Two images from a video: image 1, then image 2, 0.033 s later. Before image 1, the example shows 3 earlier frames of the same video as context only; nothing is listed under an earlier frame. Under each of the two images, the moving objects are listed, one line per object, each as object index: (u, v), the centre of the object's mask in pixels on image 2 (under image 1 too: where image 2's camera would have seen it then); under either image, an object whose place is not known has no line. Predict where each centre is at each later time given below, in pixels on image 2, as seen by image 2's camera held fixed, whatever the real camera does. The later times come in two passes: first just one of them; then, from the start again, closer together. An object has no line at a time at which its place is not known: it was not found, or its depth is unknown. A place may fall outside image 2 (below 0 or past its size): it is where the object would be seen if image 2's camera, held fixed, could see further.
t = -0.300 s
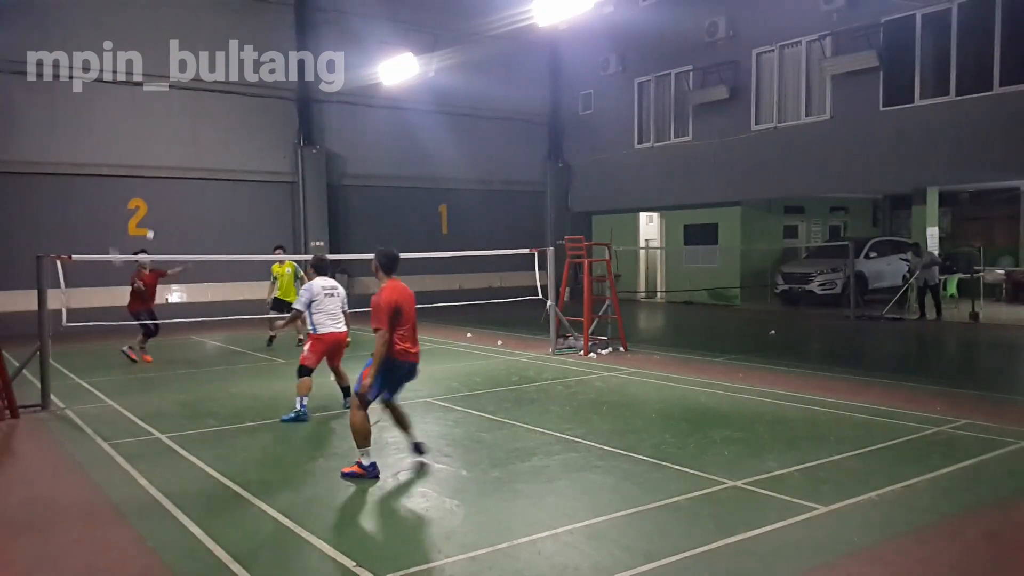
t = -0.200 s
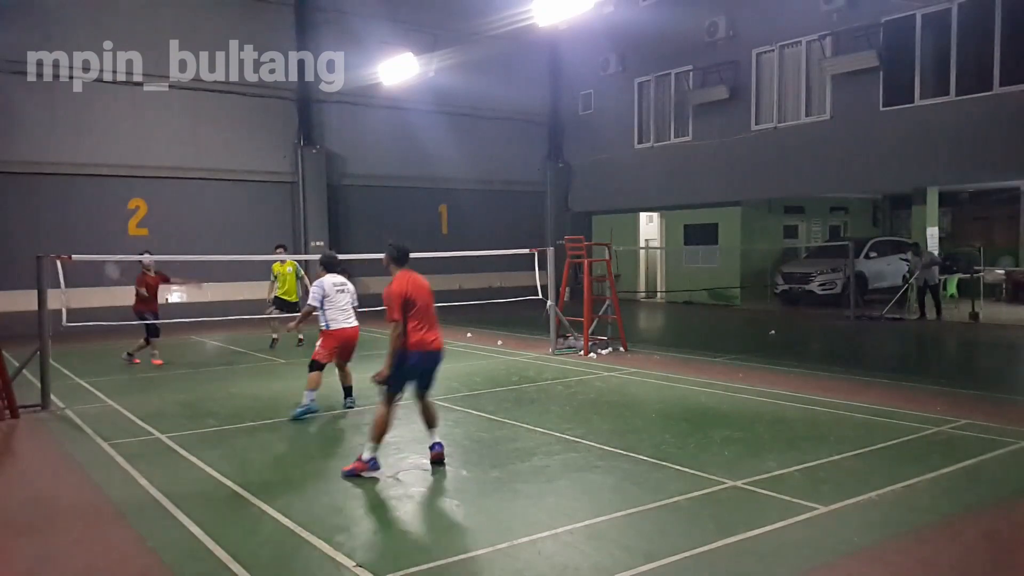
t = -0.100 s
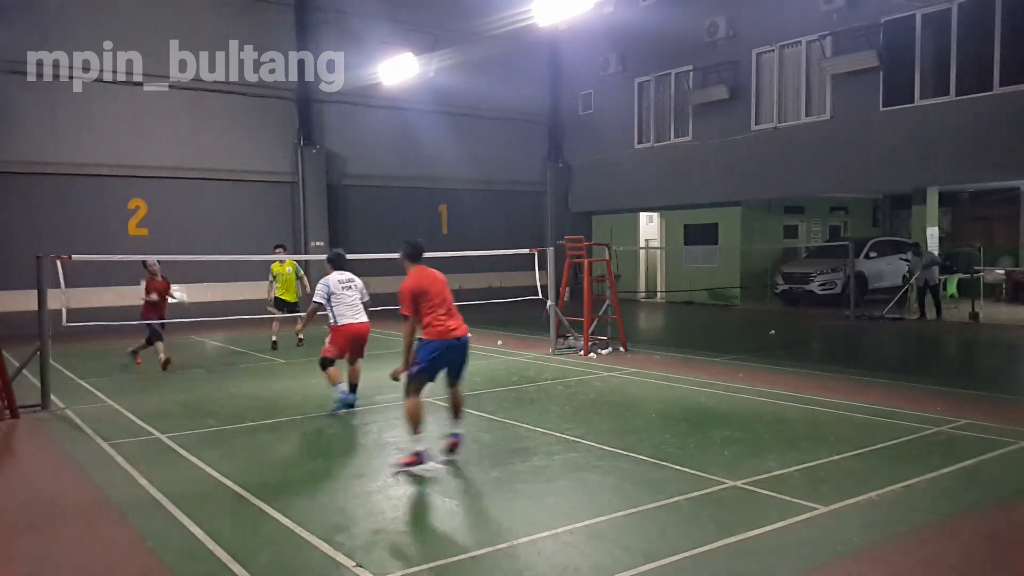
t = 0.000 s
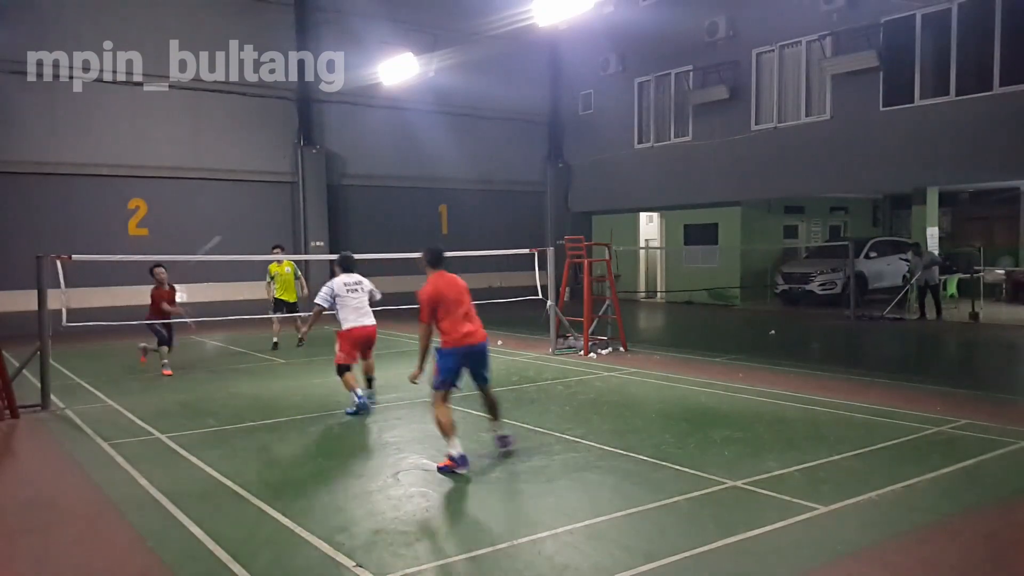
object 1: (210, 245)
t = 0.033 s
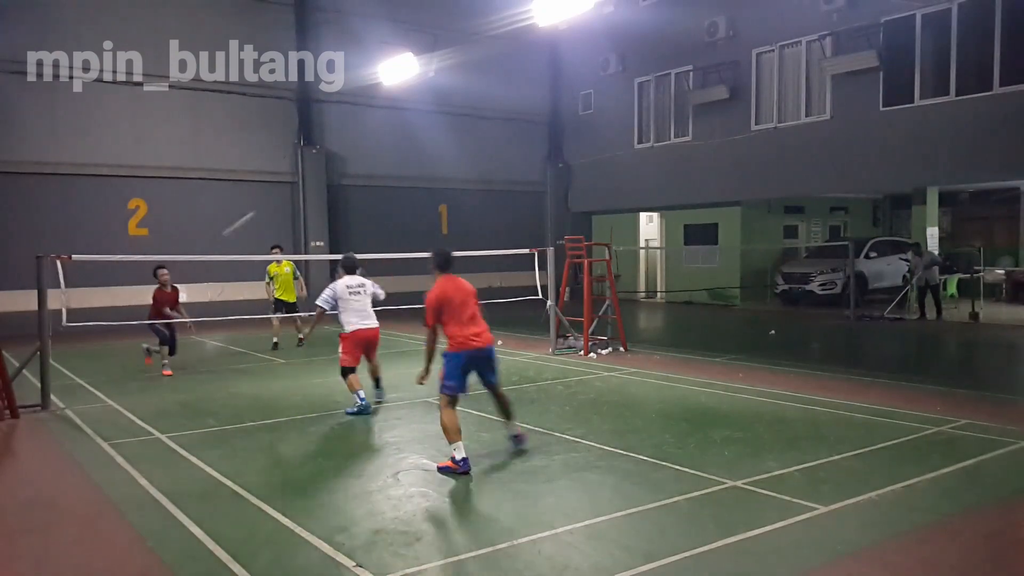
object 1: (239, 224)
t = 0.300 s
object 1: (437, 93)
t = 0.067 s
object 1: (270, 201)
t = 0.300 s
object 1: (437, 93)
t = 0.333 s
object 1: (456, 85)
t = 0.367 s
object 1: (475, 78)
